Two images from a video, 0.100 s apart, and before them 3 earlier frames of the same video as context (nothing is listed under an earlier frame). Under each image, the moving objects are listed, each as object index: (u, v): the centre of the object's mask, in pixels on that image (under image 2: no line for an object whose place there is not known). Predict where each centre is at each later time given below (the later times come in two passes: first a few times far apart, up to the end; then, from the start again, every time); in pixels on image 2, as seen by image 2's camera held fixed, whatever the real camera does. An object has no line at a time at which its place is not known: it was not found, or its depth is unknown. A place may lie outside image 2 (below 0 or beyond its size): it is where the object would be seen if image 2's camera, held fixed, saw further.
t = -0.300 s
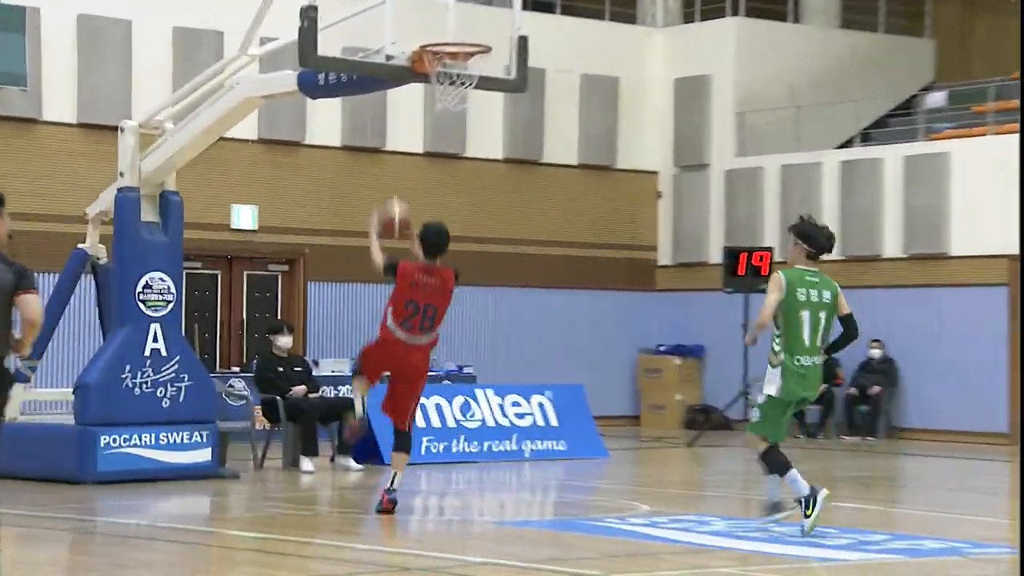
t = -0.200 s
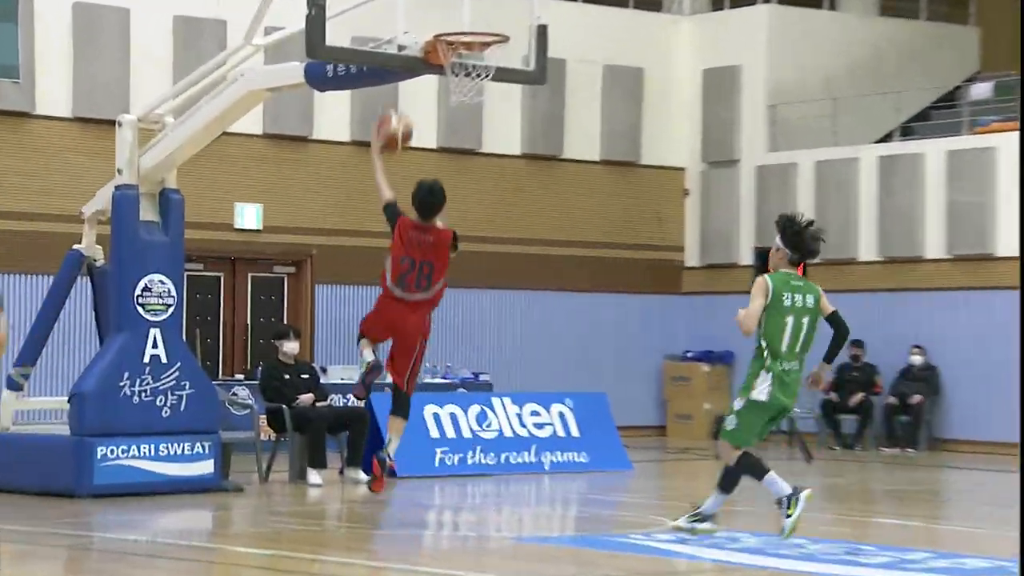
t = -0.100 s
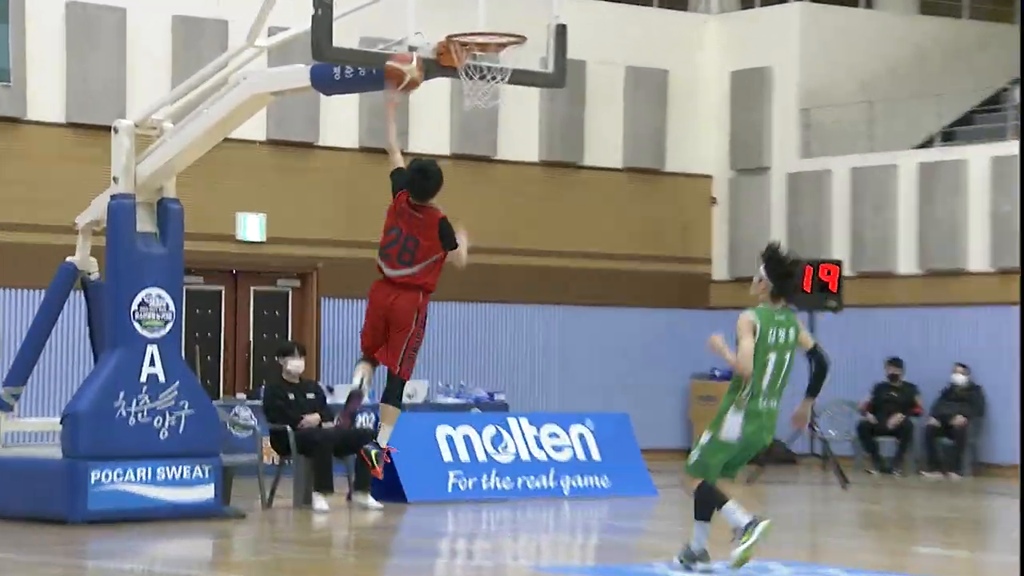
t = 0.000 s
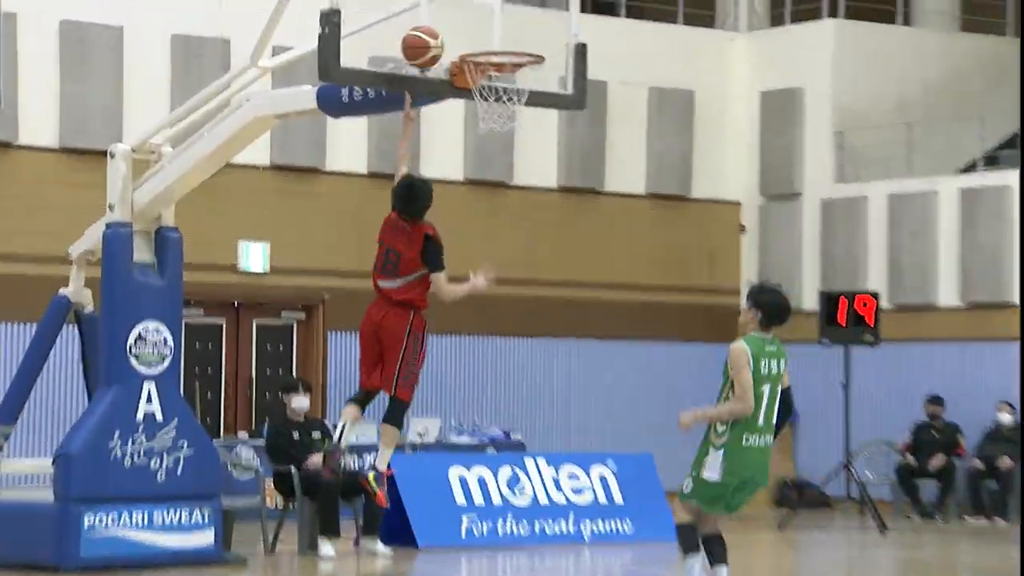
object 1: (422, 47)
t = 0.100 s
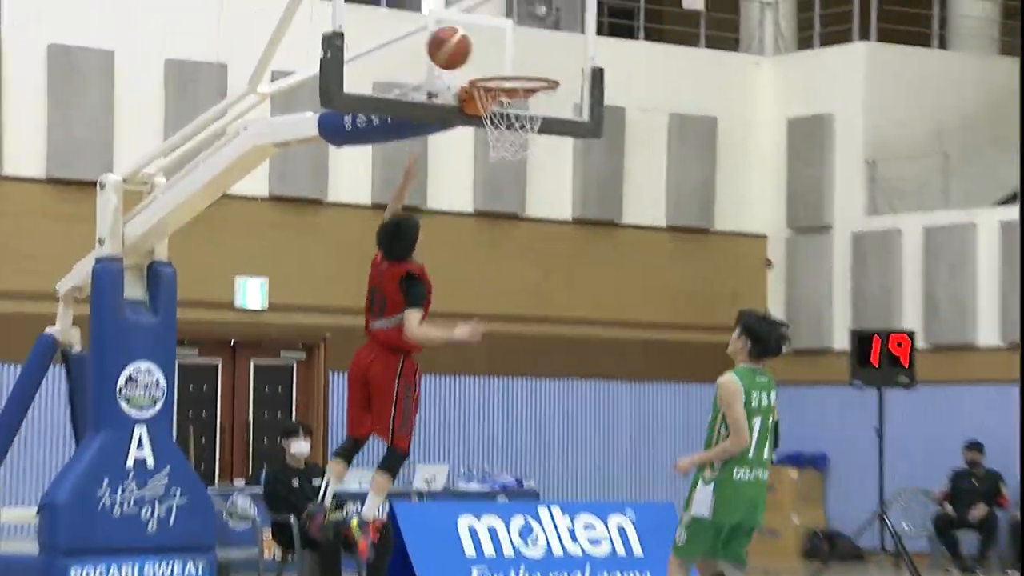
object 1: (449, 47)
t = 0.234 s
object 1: (484, 48)
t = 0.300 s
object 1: (501, 58)
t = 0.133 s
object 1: (458, 45)
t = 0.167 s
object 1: (466, 43)
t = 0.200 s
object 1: (475, 45)
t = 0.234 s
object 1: (484, 48)
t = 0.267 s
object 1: (493, 53)
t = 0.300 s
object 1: (501, 58)
